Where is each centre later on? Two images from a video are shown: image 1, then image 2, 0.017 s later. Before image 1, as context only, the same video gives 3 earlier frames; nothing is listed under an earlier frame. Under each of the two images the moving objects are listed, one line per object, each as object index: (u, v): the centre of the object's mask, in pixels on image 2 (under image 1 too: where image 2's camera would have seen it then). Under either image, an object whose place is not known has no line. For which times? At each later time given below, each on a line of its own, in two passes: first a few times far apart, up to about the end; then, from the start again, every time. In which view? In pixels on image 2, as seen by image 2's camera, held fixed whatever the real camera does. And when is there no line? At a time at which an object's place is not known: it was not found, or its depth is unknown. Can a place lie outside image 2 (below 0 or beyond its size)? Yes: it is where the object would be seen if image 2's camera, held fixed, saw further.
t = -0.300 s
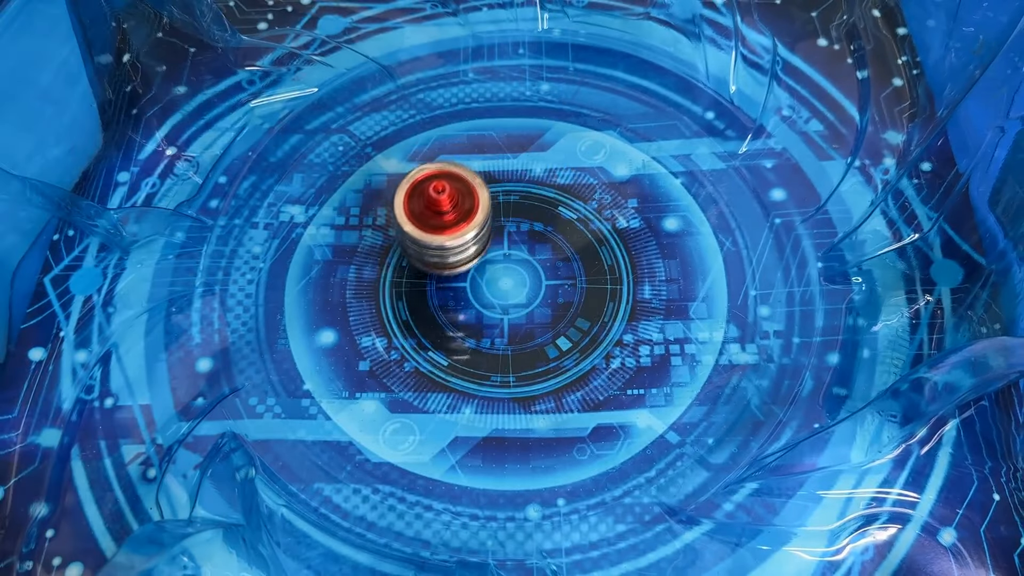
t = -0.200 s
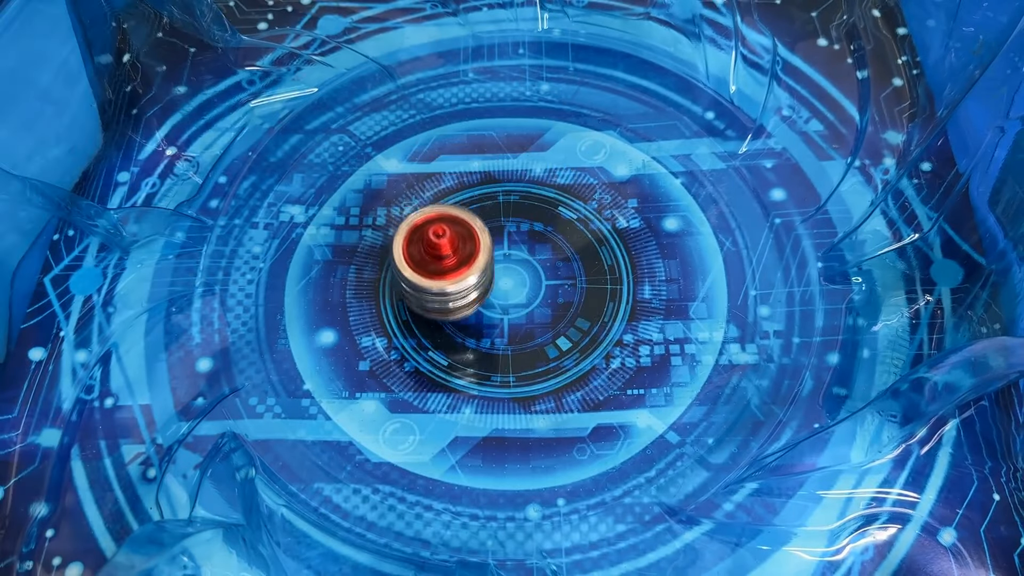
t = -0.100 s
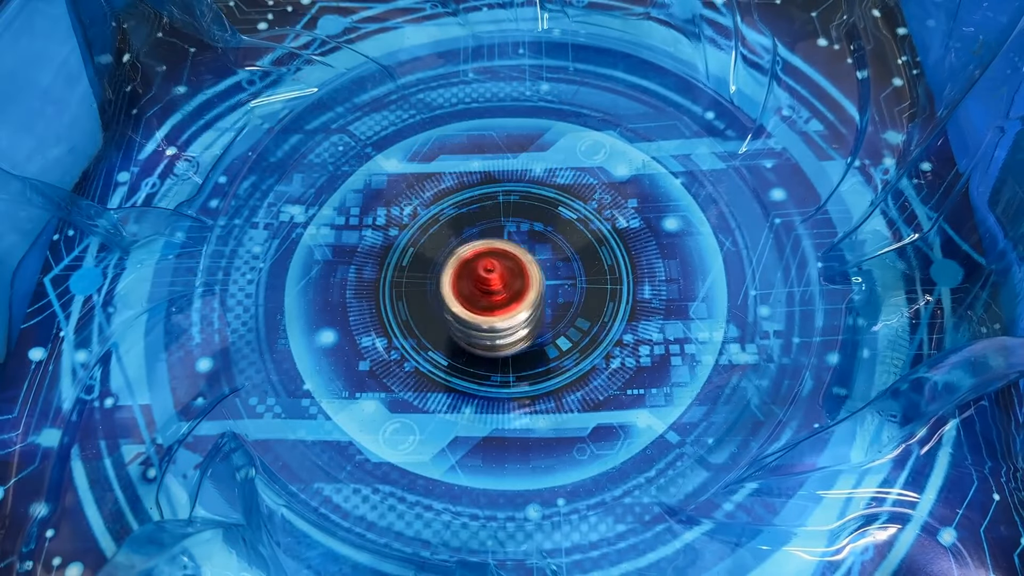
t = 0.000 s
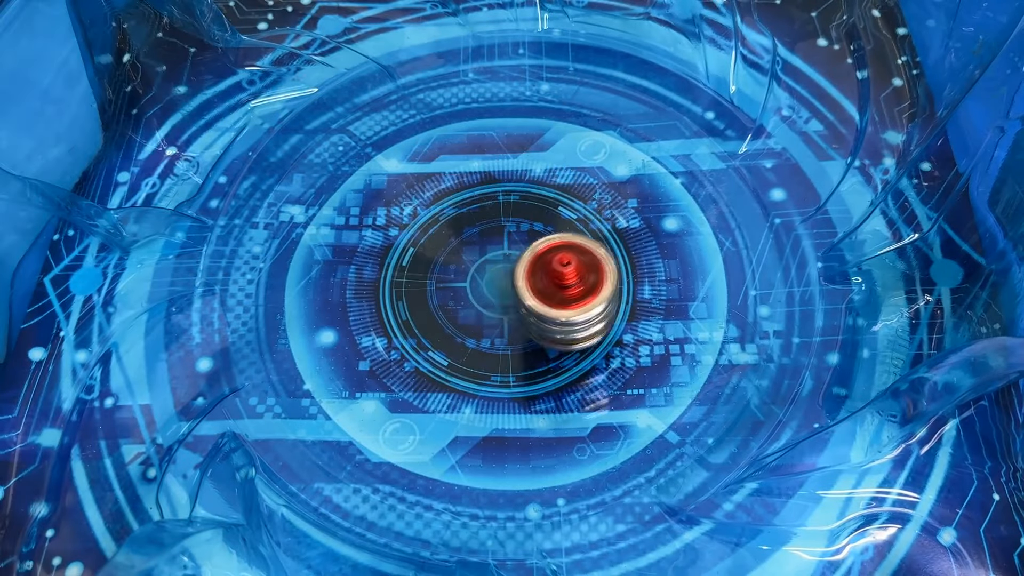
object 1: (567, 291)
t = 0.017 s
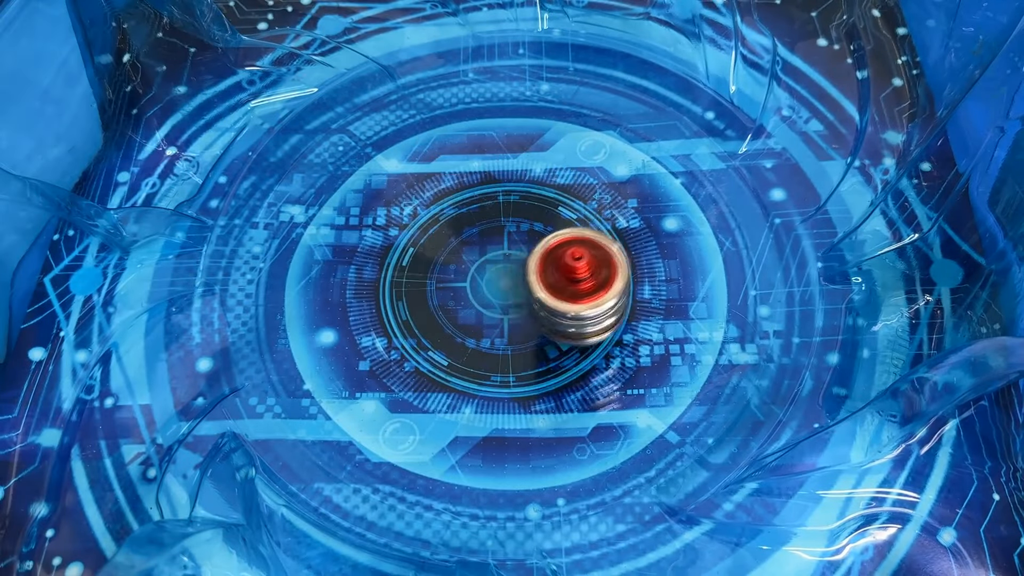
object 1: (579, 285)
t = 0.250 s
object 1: (631, 147)
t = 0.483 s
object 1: (481, 98)
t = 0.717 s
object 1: (360, 234)
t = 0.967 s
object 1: (506, 391)
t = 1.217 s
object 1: (728, 280)
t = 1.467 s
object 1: (660, 84)
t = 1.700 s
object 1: (454, 40)
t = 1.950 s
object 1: (275, 152)
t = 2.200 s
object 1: (325, 349)
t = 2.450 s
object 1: (610, 375)
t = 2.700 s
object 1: (759, 183)
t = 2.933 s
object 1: (639, 68)
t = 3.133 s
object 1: (478, 60)
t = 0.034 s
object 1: (590, 279)
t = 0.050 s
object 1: (600, 271)
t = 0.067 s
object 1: (609, 263)
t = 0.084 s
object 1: (617, 254)
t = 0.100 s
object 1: (624, 244)
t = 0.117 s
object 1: (631, 234)
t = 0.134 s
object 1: (636, 223)
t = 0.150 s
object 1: (640, 211)
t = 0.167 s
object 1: (641, 200)
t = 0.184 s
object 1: (642, 189)
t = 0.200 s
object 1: (641, 179)
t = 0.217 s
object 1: (639, 167)
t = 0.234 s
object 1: (636, 157)
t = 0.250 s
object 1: (631, 147)
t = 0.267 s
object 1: (626, 139)
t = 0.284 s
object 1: (619, 130)
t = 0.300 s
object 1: (611, 122)
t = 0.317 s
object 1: (602, 114)
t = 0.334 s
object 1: (593, 108)
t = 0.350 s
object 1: (582, 103)
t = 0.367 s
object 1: (570, 99)
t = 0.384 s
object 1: (559, 95)
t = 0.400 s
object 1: (546, 93)
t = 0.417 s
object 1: (533, 93)
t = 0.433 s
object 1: (520, 92)
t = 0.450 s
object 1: (507, 94)
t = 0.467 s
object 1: (494, 96)
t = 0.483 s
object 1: (481, 98)
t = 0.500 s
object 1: (468, 102)
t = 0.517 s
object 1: (455, 108)
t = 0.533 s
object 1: (444, 113)
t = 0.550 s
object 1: (432, 120)
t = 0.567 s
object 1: (422, 128)
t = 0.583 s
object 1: (410, 137)
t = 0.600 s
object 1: (401, 147)
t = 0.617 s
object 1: (391, 157)
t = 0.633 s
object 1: (383, 169)
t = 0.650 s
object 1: (377, 179)
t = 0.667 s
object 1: (370, 192)
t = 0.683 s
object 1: (365, 206)
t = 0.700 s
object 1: (362, 220)
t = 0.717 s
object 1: (360, 234)
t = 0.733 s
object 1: (359, 247)
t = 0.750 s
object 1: (360, 261)
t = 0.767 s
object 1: (362, 276)
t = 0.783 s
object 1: (367, 290)
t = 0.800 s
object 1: (373, 303)
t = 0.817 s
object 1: (380, 316)
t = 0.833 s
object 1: (389, 328)
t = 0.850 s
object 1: (399, 340)
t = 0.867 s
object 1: (411, 350)
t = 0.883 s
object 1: (424, 360)
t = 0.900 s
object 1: (439, 368)
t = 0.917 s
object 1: (454, 376)
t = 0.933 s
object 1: (471, 383)
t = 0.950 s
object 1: (488, 388)
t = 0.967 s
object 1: (506, 391)
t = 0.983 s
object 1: (523, 393)
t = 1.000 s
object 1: (542, 394)
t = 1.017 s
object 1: (561, 393)
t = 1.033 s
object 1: (580, 391)
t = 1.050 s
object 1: (598, 386)
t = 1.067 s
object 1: (616, 380)
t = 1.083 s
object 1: (633, 374)
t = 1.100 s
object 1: (650, 366)
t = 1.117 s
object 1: (666, 356)
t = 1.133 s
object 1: (680, 346)
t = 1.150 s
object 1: (693, 334)
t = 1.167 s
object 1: (704, 323)
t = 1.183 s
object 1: (714, 309)
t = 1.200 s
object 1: (722, 295)
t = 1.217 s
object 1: (728, 280)
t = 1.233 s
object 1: (734, 265)
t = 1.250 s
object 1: (738, 251)
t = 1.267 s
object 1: (739, 236)
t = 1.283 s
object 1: (739, 221)
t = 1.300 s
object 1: (738, 206)
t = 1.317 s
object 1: (735, 192)
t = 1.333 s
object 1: (732, 178)
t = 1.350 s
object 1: (727, 164)
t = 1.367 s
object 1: (720, 151)
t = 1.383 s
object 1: (712, 138)
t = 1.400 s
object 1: (704, 126)
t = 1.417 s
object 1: (695, 114)
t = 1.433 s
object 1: (684, 103)
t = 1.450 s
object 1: (672, 93)
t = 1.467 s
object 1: (660, 84)
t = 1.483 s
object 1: (648, 76)
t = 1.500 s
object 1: (635, 68)
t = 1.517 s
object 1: (621, 61)
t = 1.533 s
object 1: (606, 55)
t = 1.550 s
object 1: (592, 50)
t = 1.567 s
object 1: (577, 47)
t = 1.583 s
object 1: (562, 44)
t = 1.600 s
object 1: (547, 42)
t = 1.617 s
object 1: (532, 41)
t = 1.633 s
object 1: (516, 40)
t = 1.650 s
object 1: (501, 39)
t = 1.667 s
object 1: (485, 39)
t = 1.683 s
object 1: (469, 40)
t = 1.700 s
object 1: (454, 40)
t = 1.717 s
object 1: (439, 43)
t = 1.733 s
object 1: (424, 44)
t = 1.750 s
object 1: (410, 46)
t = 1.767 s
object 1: (395, 50)
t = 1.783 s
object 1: (381, 55)
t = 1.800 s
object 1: (368, 62)
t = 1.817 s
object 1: (355, 70)
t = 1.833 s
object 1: (342, 78)
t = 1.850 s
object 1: (330, 88)
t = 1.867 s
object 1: (319, 97)
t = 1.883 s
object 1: (308, 107)
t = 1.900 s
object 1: (299, 117)
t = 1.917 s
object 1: (289, 128)
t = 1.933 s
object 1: (281, 139)
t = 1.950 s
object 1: (275, 152)
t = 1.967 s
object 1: (269, 164)
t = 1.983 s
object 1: (265, 177)
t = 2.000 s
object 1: (261, 190)
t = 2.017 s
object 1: (259, 204)
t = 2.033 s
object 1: (259, 218)
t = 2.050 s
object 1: (259, 232)
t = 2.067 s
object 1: (260, 246)
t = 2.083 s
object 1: (263, 260)
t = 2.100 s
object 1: (267, 275)
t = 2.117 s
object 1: (273, 288)
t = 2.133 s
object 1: (280, 301)
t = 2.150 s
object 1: (289, 314)
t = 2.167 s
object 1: (300, 327)
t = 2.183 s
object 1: (312, 339)
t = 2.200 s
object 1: (325, 349)
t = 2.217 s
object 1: (339, 359)
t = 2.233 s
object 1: (355, 369)
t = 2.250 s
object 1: (372, 377)
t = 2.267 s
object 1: (391, 384)
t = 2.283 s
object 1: (409, 390)
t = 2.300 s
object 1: (429, 395)
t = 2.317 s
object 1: (449, 399)
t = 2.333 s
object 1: (470, 400)
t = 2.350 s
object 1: (490, 400)
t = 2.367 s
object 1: (511, 399)
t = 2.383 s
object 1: (531, 398)
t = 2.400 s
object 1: (551, 394)
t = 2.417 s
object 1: (572, 389)
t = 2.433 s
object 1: (591, 383)
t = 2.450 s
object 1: (610, 375)
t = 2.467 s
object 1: (628, 367)
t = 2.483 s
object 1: (645, 357)
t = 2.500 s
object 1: (661, 347)
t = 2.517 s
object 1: (676, 335)
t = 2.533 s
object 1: (688, 324)
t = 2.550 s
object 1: (702, 310)
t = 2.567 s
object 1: (713, 297)
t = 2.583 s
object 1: (723, 283)
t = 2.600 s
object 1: (732, 269)
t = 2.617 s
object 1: (740, 255)
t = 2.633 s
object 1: (746, 240)
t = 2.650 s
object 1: (751, 226)
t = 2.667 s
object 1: (754, 212)
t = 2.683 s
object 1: (757, 198)
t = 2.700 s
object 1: (759, 183)
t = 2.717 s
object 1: (760, 169)
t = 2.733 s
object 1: (759, 155)
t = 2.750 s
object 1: (757, 142)
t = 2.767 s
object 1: (753, 128)
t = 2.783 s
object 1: (748, 116)
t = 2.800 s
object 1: (741, 104)
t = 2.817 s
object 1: (734, 96)
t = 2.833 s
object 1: (724, 90)
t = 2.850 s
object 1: (713, 83)
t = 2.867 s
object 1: (700, 79)
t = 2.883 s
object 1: (685, 77)
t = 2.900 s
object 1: (670, 74)
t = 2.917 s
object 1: (654, 71)
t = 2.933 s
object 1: (639, 68)
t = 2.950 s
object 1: (625, 65)
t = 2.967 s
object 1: (611, 63)
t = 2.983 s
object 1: (597, 60)
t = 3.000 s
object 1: (584, 57)
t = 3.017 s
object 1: (571, 54)
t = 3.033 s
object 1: (557, 52)
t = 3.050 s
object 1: (544, 52)
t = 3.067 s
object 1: (530, 52)
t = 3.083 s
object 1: (516, 52)
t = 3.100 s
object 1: (503, 53)
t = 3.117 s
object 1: (491, 56)
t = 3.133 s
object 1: (478, 60)
